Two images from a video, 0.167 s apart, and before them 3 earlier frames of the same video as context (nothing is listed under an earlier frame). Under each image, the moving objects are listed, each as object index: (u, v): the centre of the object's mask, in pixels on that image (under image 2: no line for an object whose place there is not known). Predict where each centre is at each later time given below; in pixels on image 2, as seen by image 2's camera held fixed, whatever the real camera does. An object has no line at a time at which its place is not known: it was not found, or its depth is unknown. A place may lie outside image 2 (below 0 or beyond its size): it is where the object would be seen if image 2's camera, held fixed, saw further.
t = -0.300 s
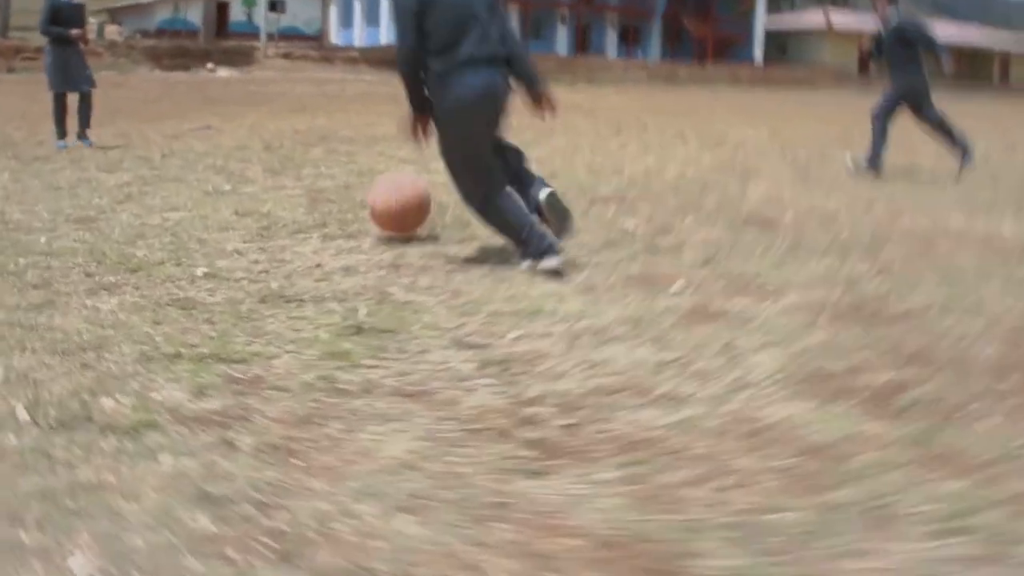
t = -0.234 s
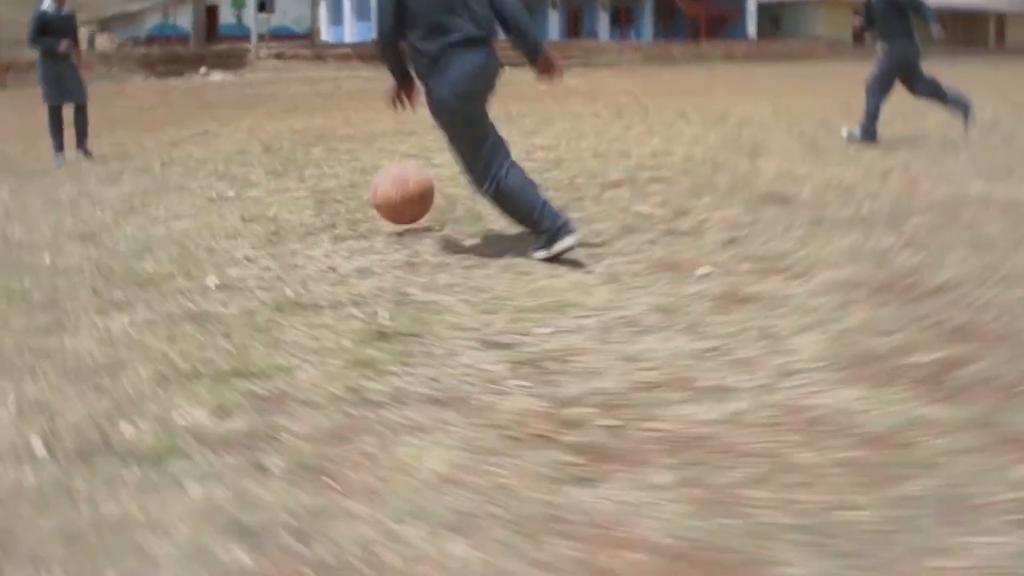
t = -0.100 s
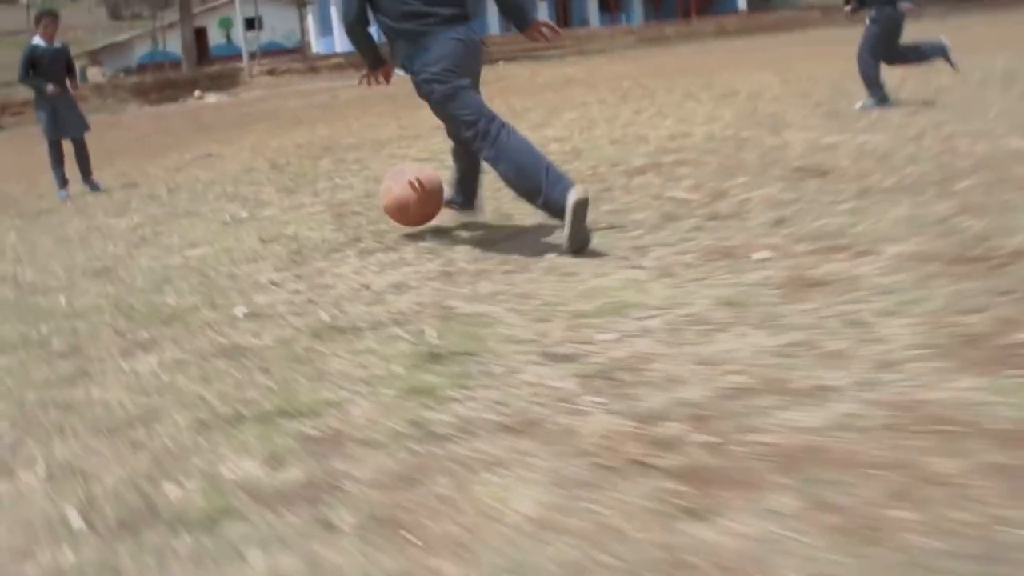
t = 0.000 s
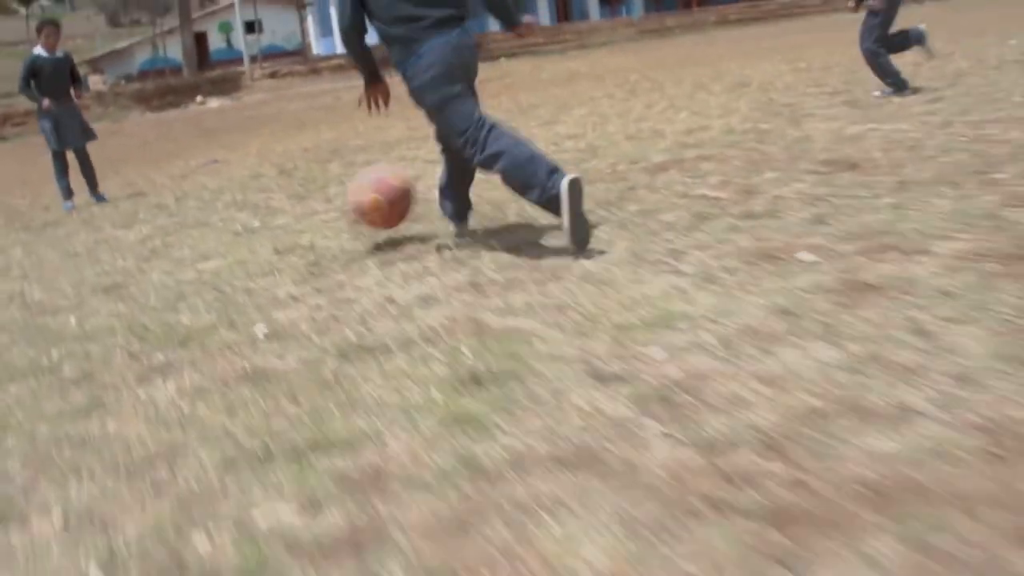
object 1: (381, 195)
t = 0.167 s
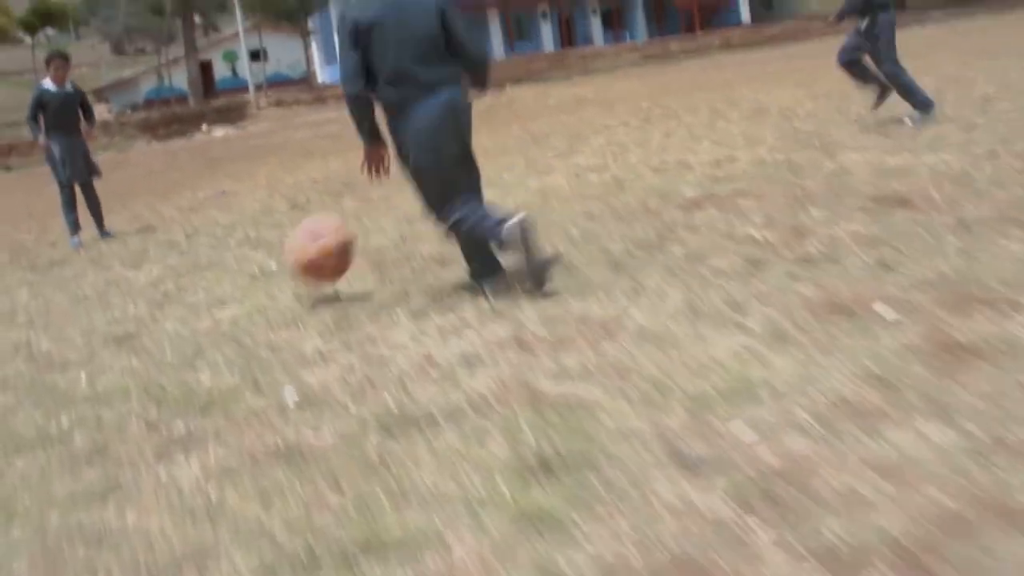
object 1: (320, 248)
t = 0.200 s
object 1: (303, 254)
